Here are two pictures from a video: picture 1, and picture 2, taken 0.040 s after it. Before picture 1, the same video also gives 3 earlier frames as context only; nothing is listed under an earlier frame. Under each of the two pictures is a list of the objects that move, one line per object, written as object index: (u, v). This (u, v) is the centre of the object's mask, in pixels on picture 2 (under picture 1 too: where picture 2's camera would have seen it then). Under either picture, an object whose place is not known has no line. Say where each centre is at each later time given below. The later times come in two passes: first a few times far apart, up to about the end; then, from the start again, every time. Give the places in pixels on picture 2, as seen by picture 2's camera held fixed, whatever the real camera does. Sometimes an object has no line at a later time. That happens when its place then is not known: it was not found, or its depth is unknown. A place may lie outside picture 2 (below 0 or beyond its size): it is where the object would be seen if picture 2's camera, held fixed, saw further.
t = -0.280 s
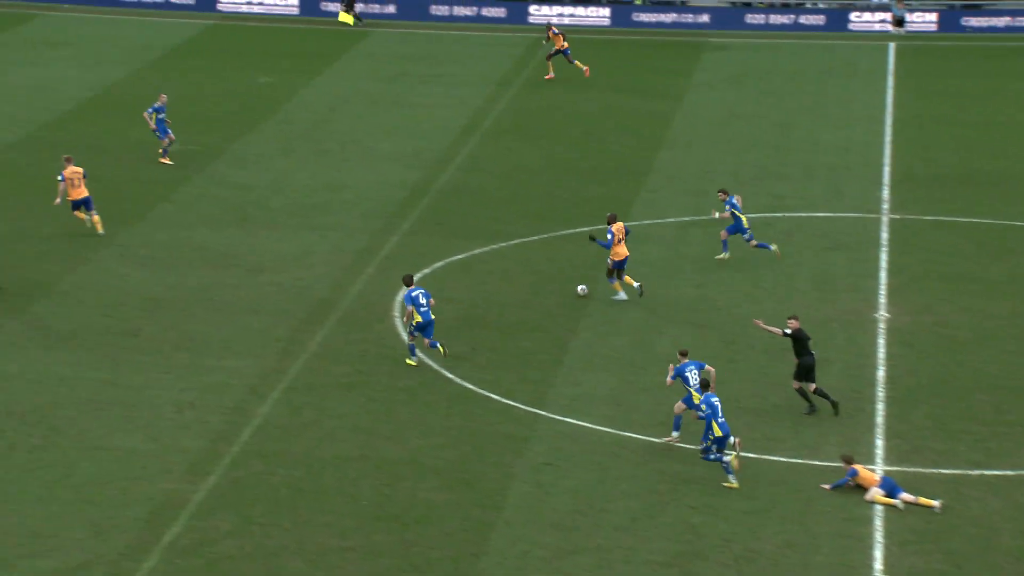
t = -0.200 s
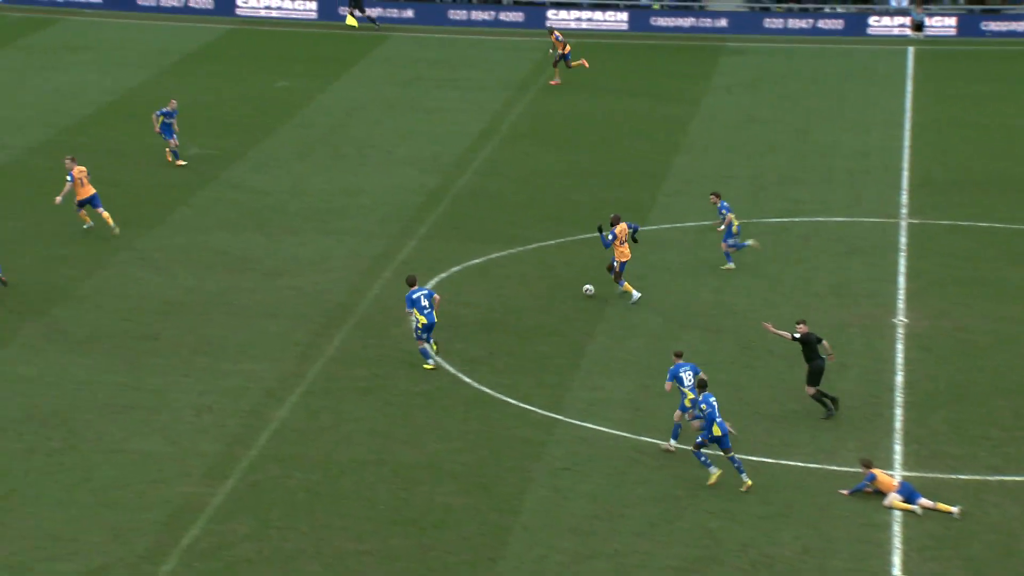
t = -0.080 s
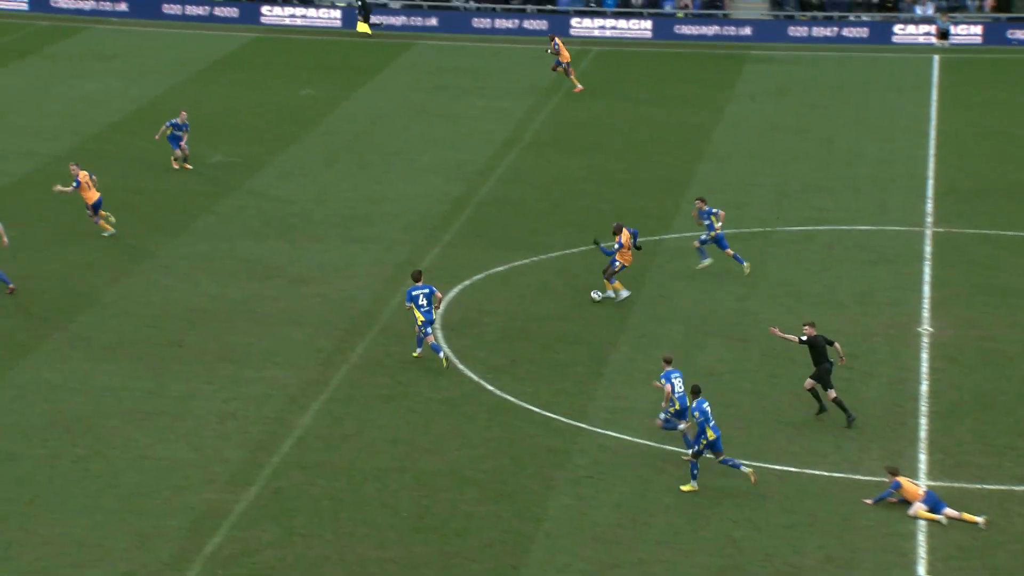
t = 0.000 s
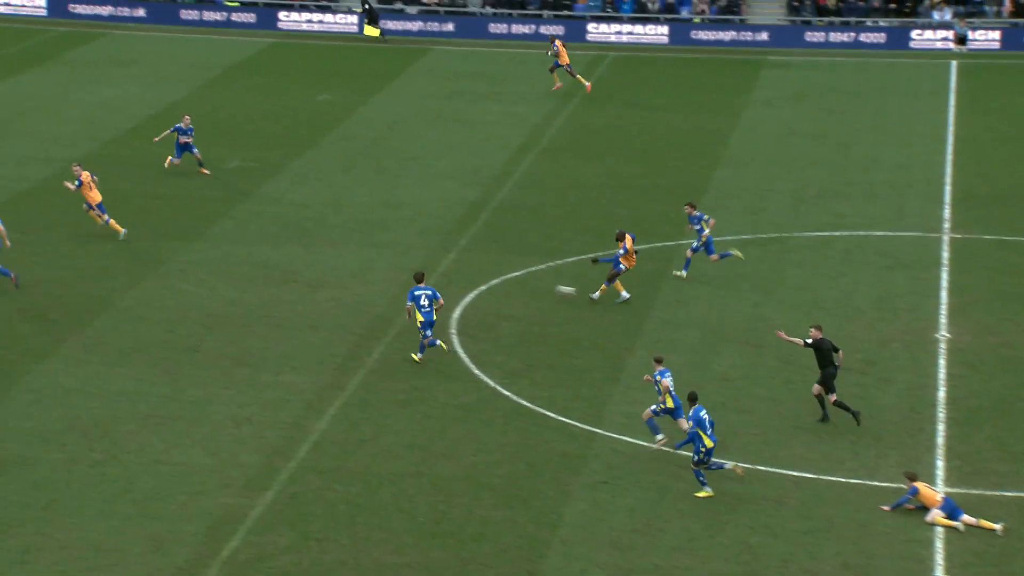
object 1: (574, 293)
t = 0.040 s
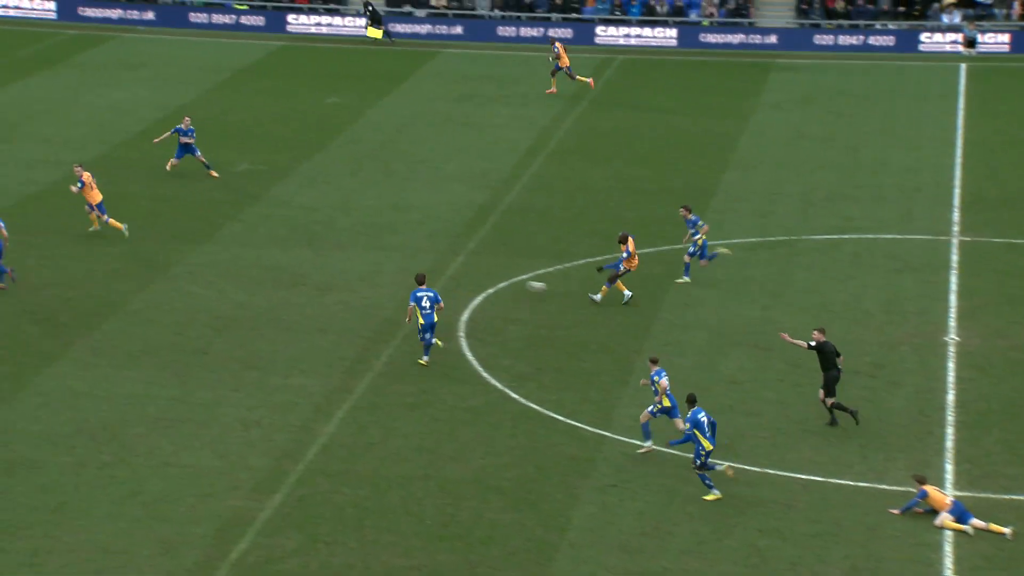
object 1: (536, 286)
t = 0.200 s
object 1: (397, 266)
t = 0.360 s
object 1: (257, 261)
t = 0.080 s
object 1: (498, 280)
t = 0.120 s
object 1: (462, 274)
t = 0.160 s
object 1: (427, 269)
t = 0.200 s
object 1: (397, 266)
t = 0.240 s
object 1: (357, 263)
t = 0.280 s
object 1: (324, 262)
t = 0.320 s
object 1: (290, 261)
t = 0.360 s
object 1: (257, 261)
